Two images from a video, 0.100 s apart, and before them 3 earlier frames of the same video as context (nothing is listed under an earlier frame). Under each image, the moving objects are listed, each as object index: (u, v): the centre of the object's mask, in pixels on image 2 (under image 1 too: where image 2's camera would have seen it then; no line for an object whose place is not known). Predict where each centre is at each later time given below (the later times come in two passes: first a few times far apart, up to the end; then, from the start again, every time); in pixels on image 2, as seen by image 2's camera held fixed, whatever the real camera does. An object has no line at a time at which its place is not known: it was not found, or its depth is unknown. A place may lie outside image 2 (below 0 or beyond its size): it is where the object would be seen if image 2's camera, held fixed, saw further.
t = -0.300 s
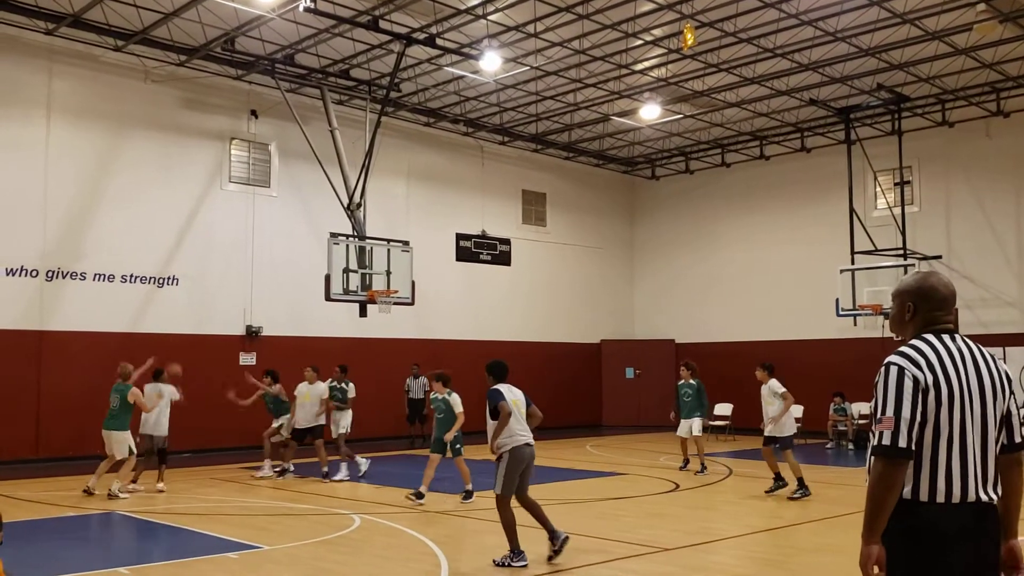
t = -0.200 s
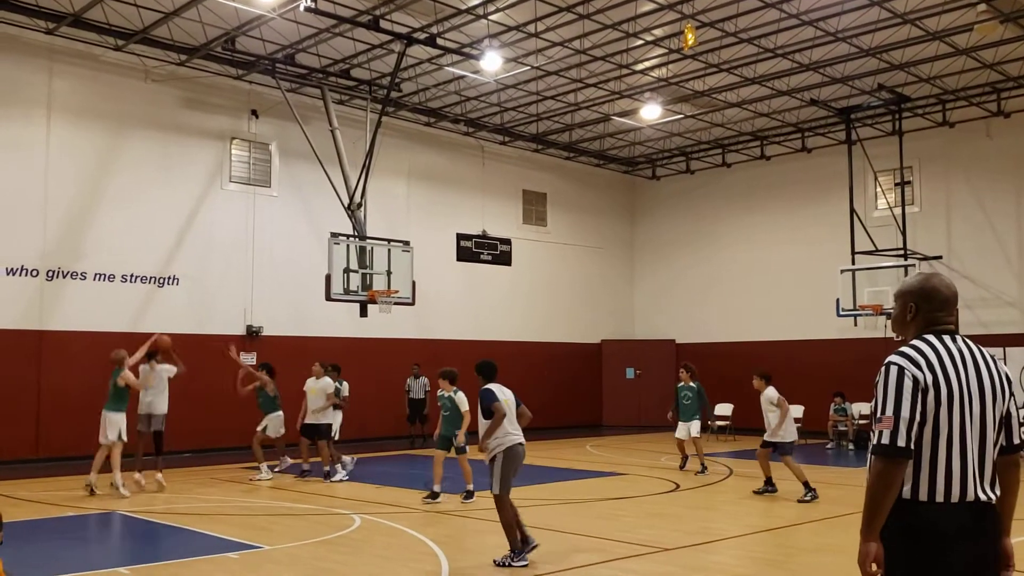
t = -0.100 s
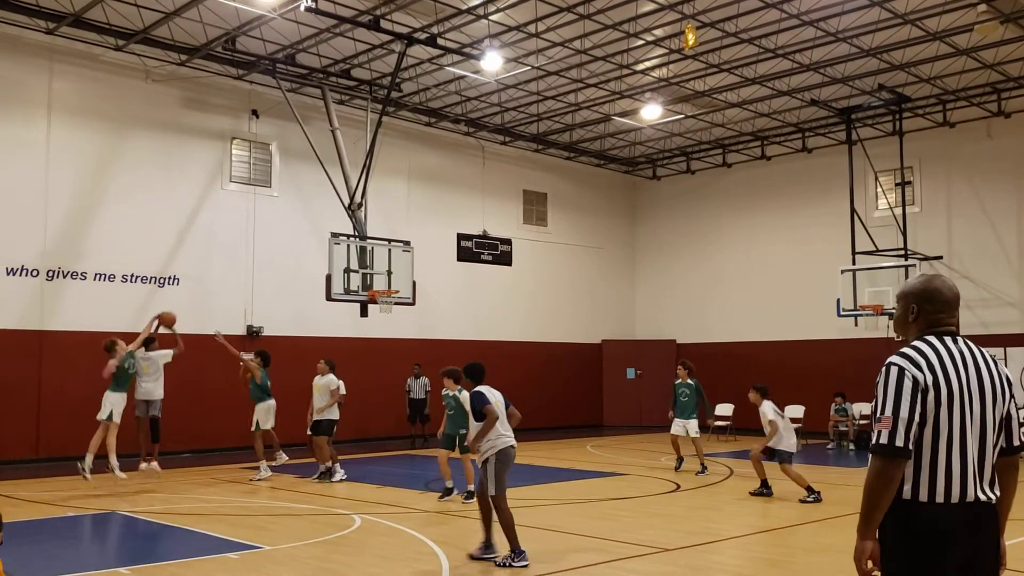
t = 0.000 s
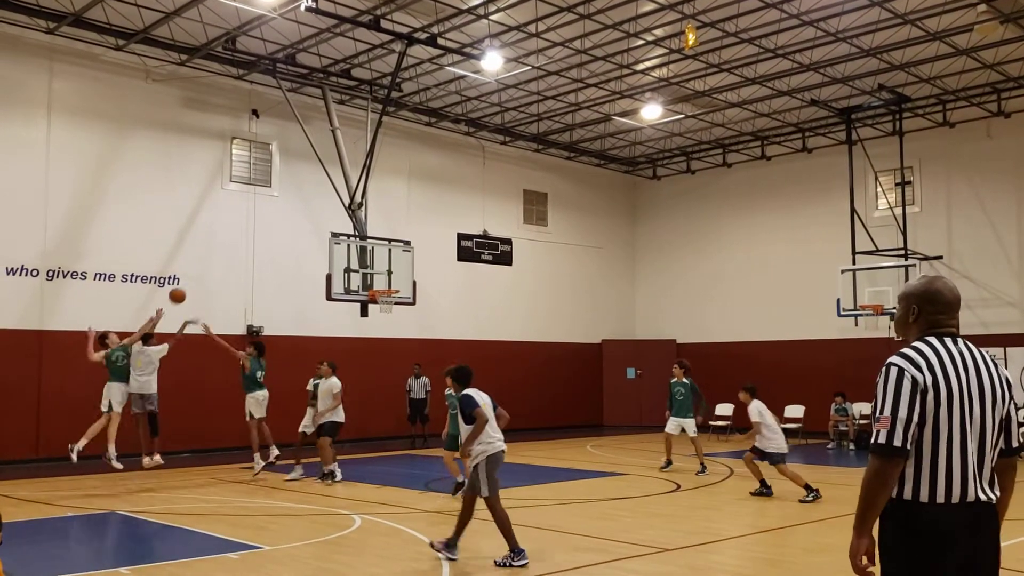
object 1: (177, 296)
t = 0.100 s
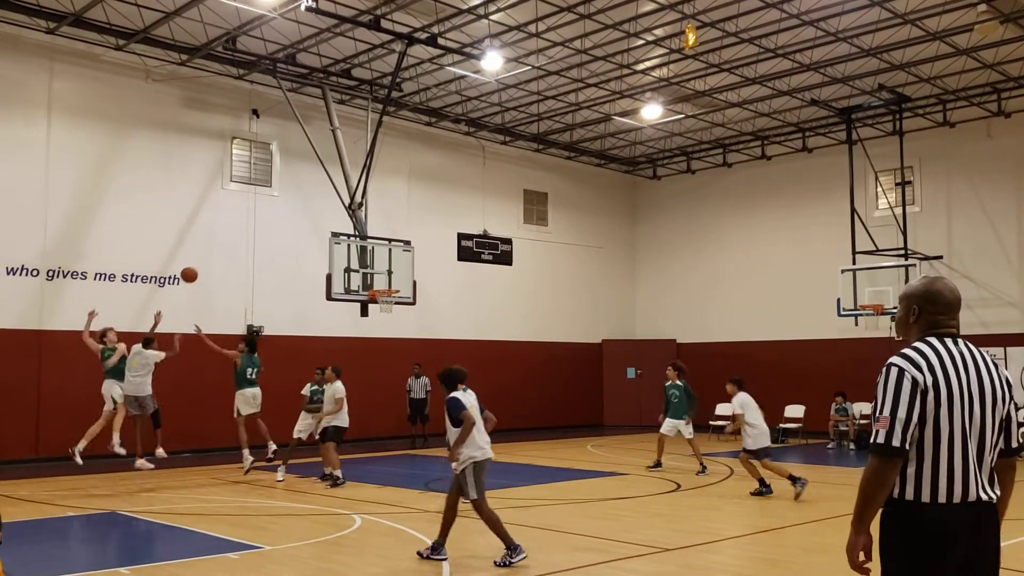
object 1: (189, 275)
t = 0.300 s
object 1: (211, 254)
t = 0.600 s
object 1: (243, 272)
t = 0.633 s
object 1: (246, 278)
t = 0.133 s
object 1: (193, 269)
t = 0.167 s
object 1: (196, 265)
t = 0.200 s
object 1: (200, 261)
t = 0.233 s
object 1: (204, 258)
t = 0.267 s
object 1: (207, 255)
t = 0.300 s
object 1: (211, 254)
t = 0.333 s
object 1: (215, 253)
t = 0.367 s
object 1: (218, 253)
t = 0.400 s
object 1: (222, 253)
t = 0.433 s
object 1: (226, 254)
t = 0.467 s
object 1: (229, 256)
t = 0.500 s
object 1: (233, 259)
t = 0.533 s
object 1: (236, 263)
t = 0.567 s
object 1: (239, 267)
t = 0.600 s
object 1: (243, 272)
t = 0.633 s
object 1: (246, 278)
